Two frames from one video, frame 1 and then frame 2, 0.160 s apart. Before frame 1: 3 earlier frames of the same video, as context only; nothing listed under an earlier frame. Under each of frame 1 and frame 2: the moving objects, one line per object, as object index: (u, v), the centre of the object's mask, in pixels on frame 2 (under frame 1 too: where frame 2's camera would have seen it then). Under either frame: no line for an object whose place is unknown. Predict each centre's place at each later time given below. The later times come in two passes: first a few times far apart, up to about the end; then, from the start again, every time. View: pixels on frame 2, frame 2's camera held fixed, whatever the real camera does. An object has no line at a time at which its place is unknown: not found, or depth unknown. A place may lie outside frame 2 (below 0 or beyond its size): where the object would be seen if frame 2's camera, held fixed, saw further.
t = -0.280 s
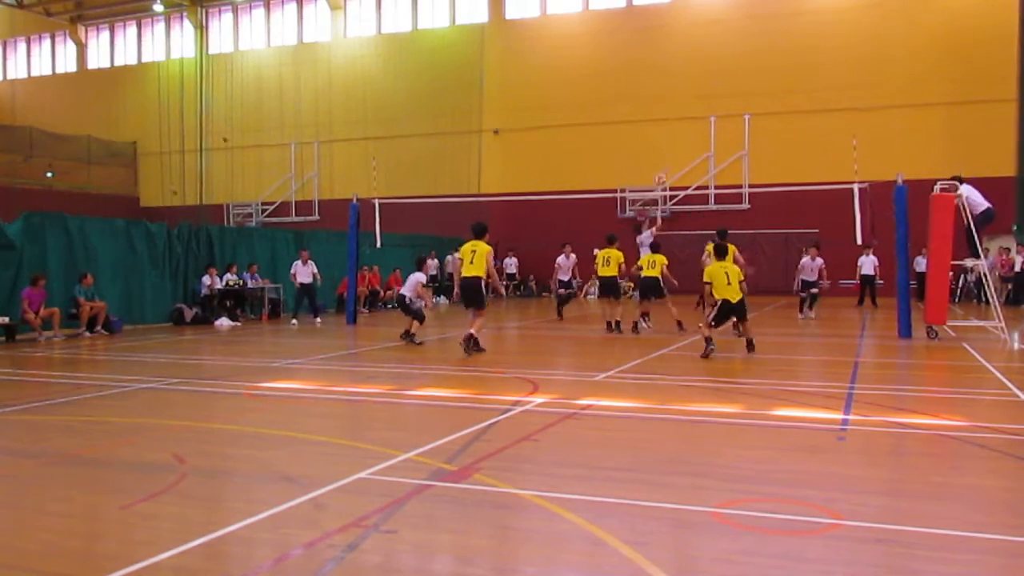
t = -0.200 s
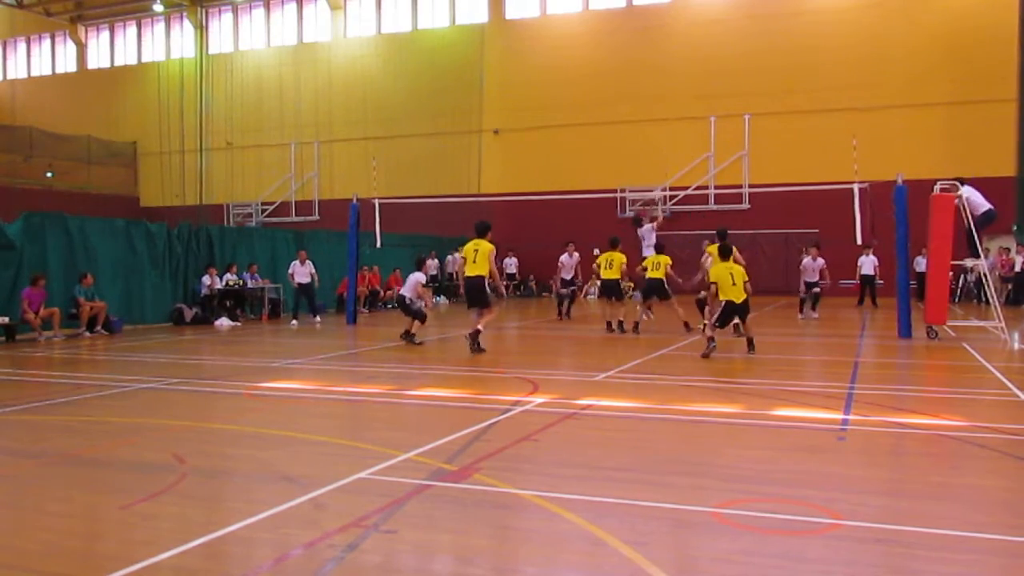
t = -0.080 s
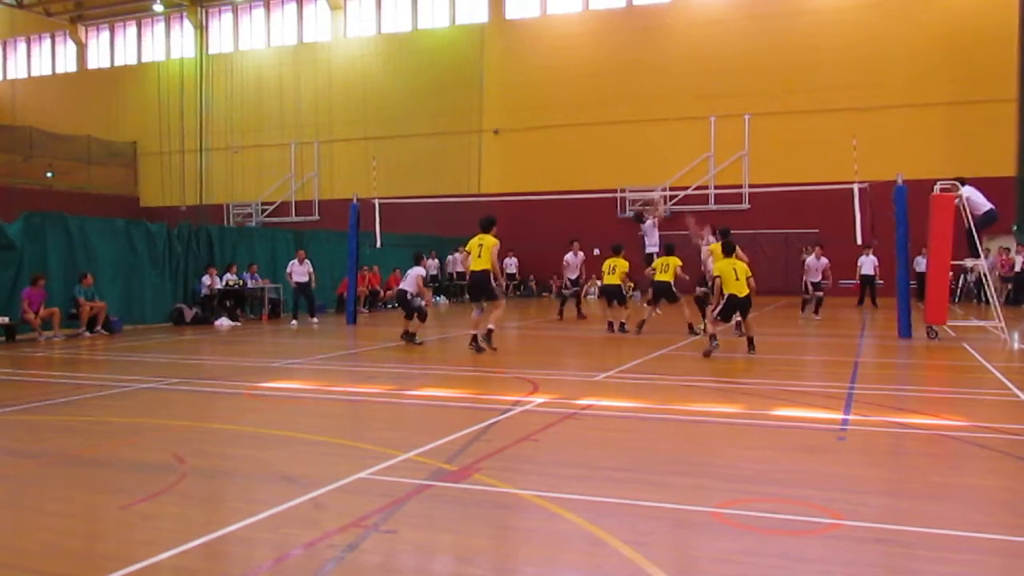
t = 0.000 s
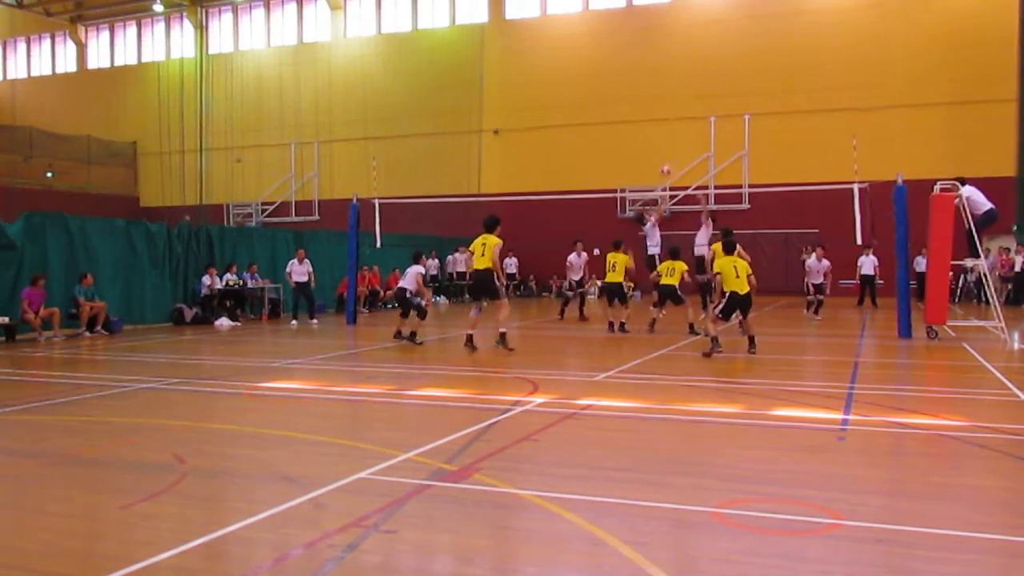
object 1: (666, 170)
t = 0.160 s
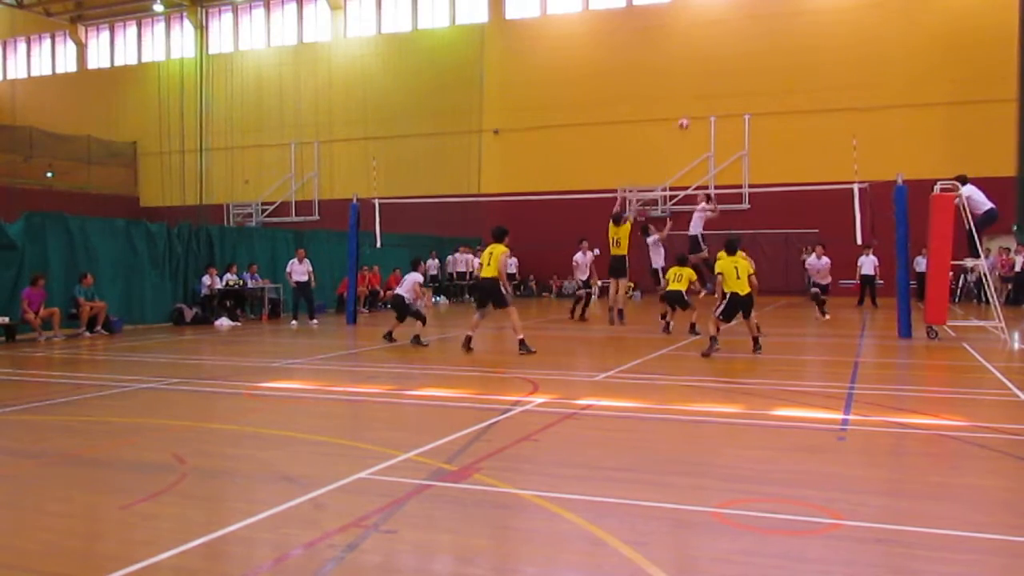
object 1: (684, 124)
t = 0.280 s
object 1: (696, 99)
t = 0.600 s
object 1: (726, 70)
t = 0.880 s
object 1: (754, 90)
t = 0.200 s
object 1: (687, 115)
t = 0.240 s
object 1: (691, 107)
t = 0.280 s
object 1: (696, 99)
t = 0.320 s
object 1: (699, 93)
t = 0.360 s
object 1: (704, 86)
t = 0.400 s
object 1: (708, 82)
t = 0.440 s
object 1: (711, 78)
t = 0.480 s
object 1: (715, 75)
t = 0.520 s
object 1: (718, 72)
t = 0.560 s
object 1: (723, 71)
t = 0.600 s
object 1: (726, 70)
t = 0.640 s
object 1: (730, 70)
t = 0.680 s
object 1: (735, 71)
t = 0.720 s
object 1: (738, 73)
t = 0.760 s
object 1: (743, 76)
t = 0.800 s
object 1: (747, 80)
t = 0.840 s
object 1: (751, 84)
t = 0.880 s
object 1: (754, 90)
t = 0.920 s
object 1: (758, 96)
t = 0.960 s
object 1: (762, 103)
